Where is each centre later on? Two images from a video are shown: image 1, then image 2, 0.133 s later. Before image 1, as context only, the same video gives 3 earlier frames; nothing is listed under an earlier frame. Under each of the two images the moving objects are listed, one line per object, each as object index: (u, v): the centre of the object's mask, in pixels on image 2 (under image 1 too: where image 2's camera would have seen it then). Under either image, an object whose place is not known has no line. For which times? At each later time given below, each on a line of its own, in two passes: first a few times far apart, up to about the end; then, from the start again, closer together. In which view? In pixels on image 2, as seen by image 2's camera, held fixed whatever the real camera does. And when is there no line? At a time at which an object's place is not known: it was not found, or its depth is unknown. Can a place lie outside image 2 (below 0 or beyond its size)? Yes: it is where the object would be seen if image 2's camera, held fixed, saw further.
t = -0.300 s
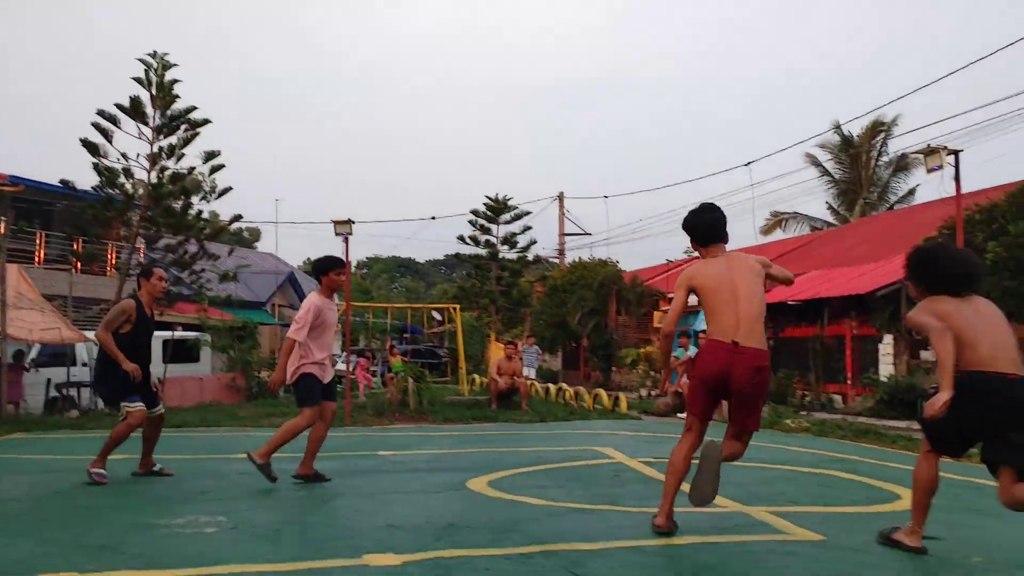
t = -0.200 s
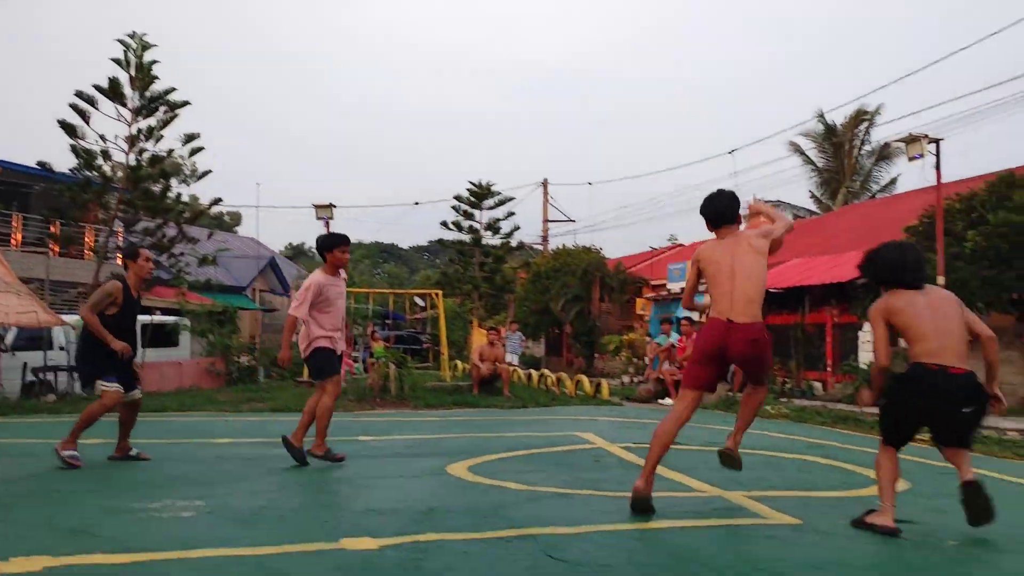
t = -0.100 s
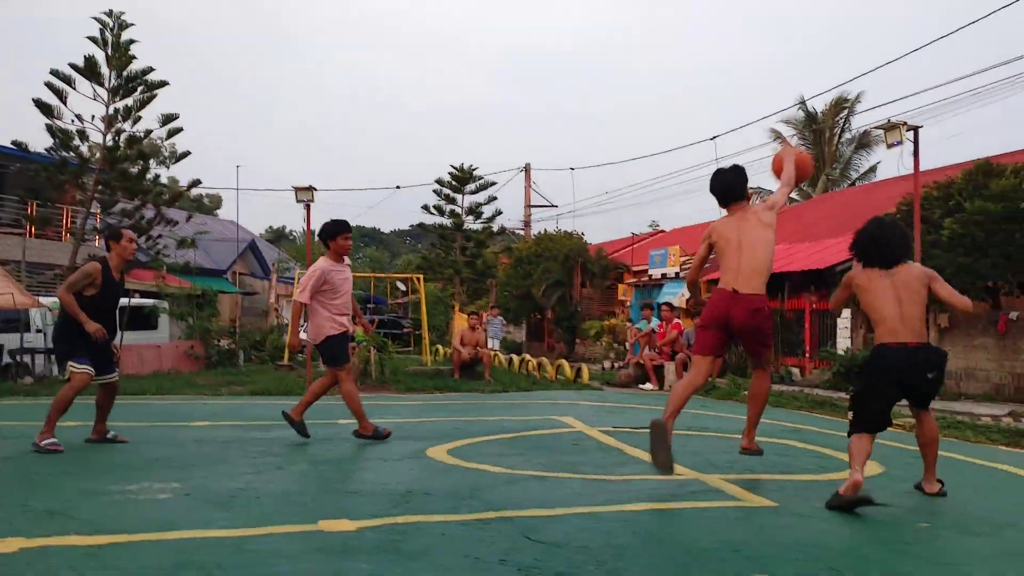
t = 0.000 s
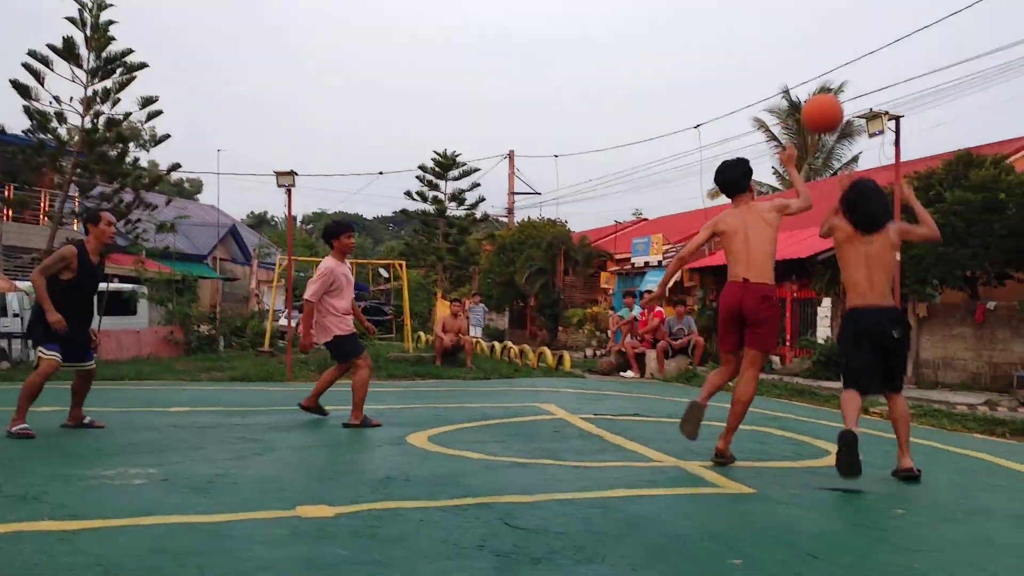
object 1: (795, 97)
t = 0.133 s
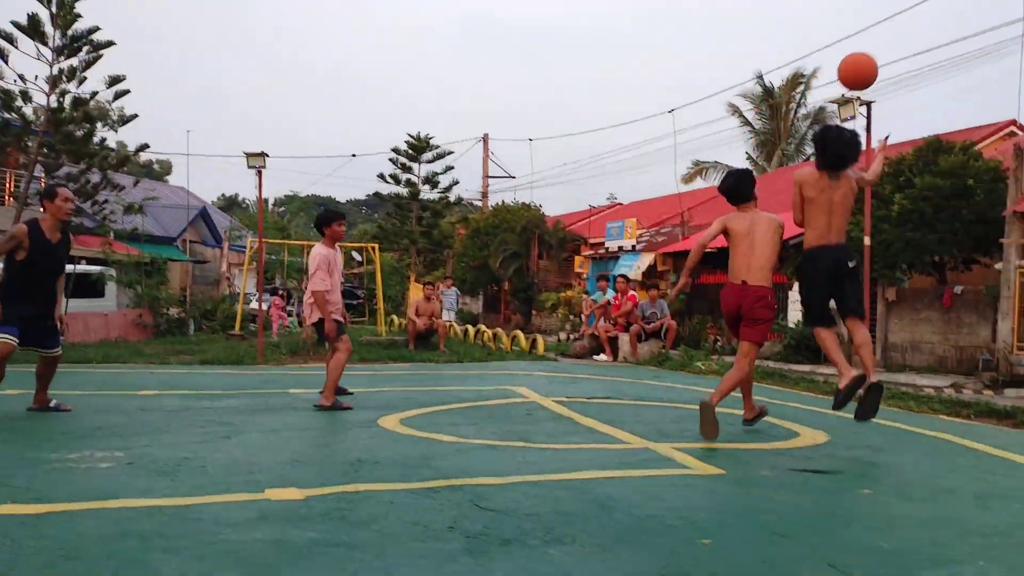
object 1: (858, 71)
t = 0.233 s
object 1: (902, 69)
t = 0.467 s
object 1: (1003, 121)
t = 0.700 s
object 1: (1097, 259)
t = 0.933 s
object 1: (1145, 428)
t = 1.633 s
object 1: (881, 426)
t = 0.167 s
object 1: (873, 68)
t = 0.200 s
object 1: (888, 68)
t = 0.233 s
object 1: (902, 69)
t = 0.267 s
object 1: (917, 71)
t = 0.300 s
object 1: (932, 75)
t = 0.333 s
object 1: (946, 81)
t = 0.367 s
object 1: (961, 88)
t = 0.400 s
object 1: (975, 98)
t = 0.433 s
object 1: (989, 108)
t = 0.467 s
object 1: (1003, 121)
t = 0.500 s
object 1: (1017, 136)
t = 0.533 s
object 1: (1030, 152)
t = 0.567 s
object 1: (1043, 169)
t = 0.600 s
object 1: (1056, 189)
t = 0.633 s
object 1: (1069, 212)
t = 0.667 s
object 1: (1083, 233)
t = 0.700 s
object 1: (1097, 259)
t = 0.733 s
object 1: (1108, 286)
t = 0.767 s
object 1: (1120, 314)
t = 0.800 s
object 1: (1134, 343)
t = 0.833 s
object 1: (1146, 375)
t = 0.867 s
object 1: (1159, 408)
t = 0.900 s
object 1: (1159, 424)
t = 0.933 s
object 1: (1145, 428)
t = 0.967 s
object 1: (1134, 425)
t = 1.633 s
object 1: (881, 426)
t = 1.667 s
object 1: (867, 421)
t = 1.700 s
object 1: (854, 419)
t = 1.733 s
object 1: (839, 418)
